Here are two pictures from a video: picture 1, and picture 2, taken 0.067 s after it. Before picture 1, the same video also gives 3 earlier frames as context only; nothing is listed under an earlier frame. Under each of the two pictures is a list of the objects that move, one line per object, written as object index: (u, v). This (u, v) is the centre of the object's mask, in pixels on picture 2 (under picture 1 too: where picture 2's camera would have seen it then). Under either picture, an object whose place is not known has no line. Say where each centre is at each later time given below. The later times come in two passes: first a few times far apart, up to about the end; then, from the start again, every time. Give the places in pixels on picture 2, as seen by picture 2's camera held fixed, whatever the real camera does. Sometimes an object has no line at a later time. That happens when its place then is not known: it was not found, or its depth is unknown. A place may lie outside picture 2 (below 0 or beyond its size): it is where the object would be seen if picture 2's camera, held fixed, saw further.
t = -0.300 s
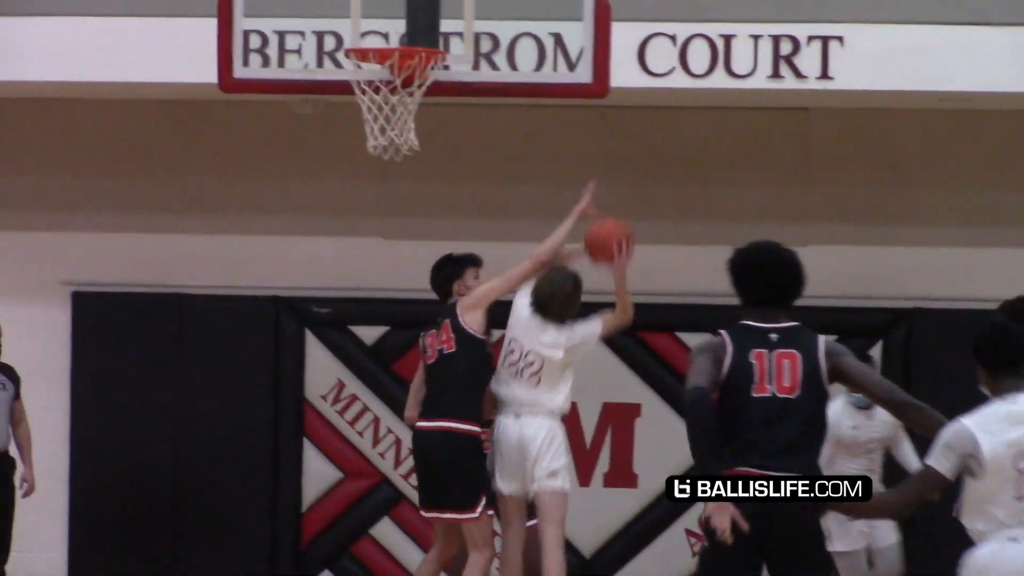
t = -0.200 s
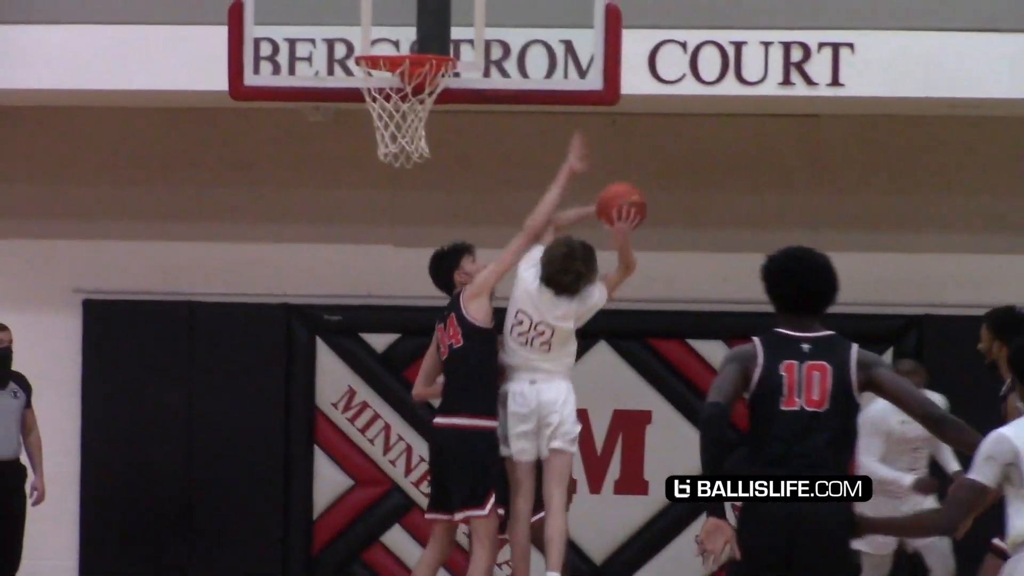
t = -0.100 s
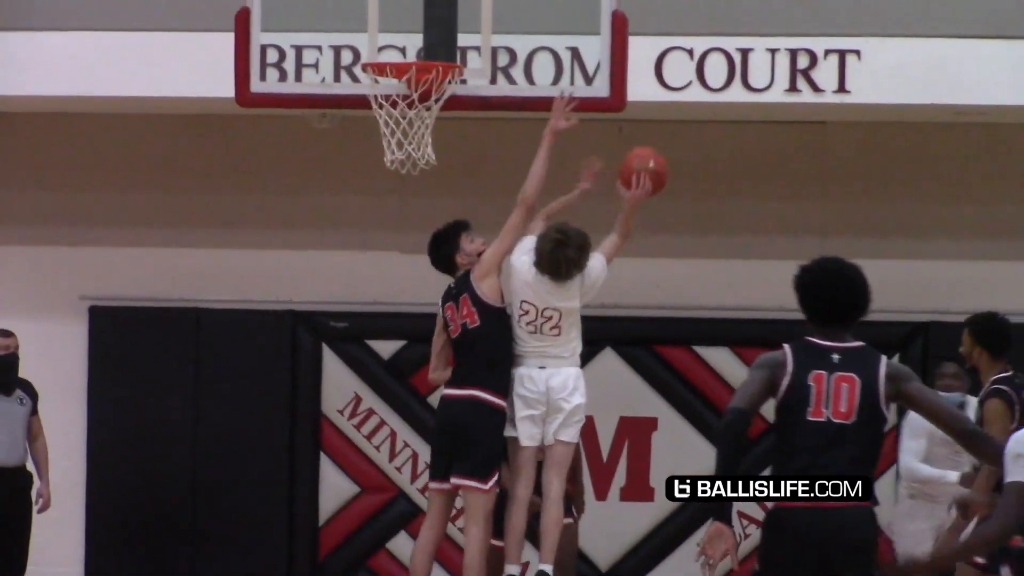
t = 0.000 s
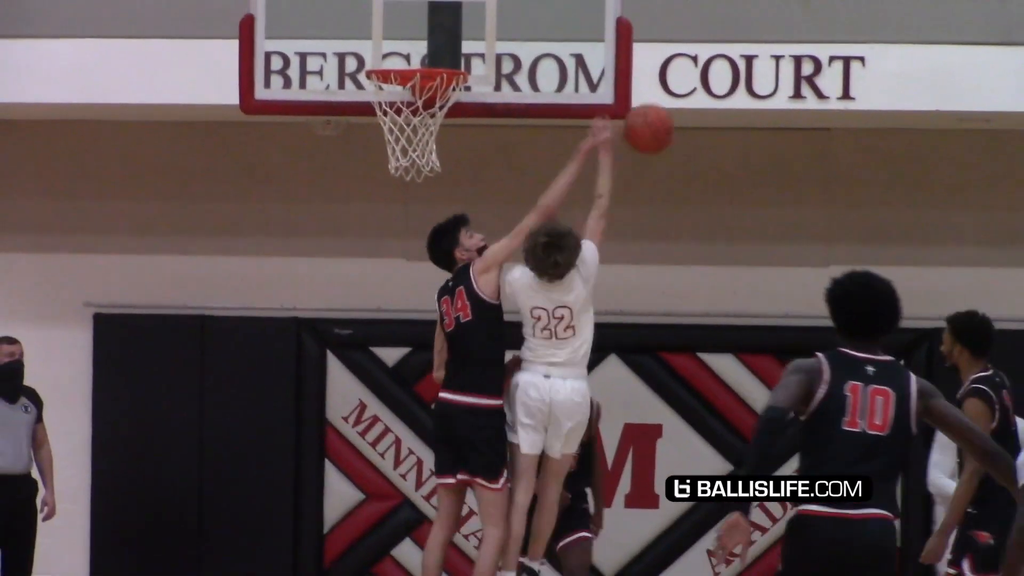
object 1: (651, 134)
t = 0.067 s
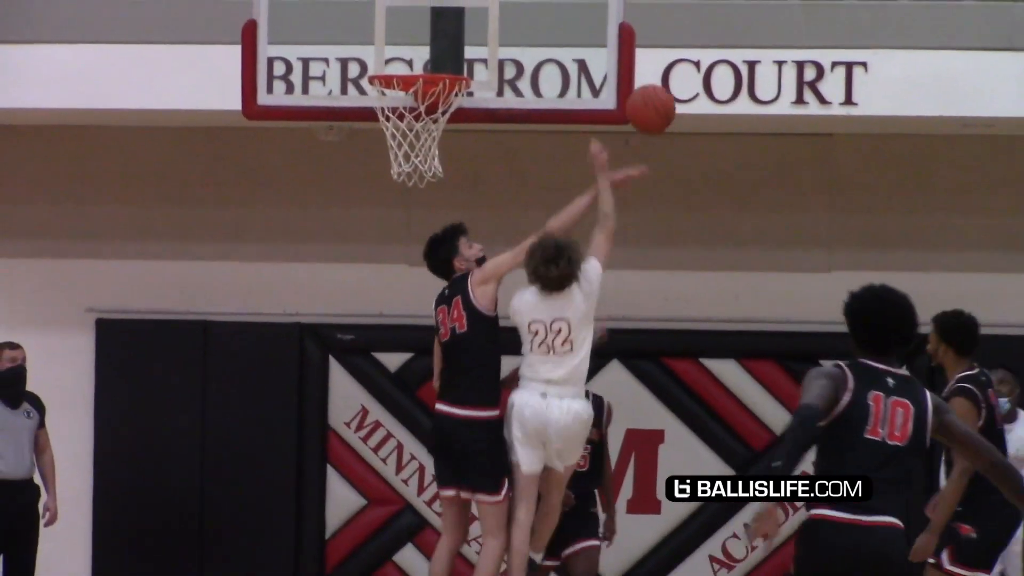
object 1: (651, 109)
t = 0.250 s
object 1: (656, 85)
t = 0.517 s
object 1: (689, 159)
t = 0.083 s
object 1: (650, 104)
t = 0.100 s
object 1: (650, 100)
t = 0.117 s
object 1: (650, 97)
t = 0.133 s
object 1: (650, 94)
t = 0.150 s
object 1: (650, 91)
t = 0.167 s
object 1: (650, 89)
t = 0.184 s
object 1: (650, 88)
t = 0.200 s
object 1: (650, 87)
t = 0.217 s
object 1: (651, 86)
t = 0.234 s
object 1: (654, 85)
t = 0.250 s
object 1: (656, 85)
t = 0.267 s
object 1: (657, 85)
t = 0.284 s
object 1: (660, 86)
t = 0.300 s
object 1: (662, 87)
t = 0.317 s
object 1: (664, 90)
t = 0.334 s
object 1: (666, 92)
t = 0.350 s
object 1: (668, 96)
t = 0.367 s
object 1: (670, 100)
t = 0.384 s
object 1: (672, 104)
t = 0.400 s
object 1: (674, 109)
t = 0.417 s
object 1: (676, 114)
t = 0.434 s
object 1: (678, 120)
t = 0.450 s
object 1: (680, 127)
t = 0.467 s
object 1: (683, 134)
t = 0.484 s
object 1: (684, 142)
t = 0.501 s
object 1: (686, 150)
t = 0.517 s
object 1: (689, 159)
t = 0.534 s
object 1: (690, 168)
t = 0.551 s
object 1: (692, 178)
